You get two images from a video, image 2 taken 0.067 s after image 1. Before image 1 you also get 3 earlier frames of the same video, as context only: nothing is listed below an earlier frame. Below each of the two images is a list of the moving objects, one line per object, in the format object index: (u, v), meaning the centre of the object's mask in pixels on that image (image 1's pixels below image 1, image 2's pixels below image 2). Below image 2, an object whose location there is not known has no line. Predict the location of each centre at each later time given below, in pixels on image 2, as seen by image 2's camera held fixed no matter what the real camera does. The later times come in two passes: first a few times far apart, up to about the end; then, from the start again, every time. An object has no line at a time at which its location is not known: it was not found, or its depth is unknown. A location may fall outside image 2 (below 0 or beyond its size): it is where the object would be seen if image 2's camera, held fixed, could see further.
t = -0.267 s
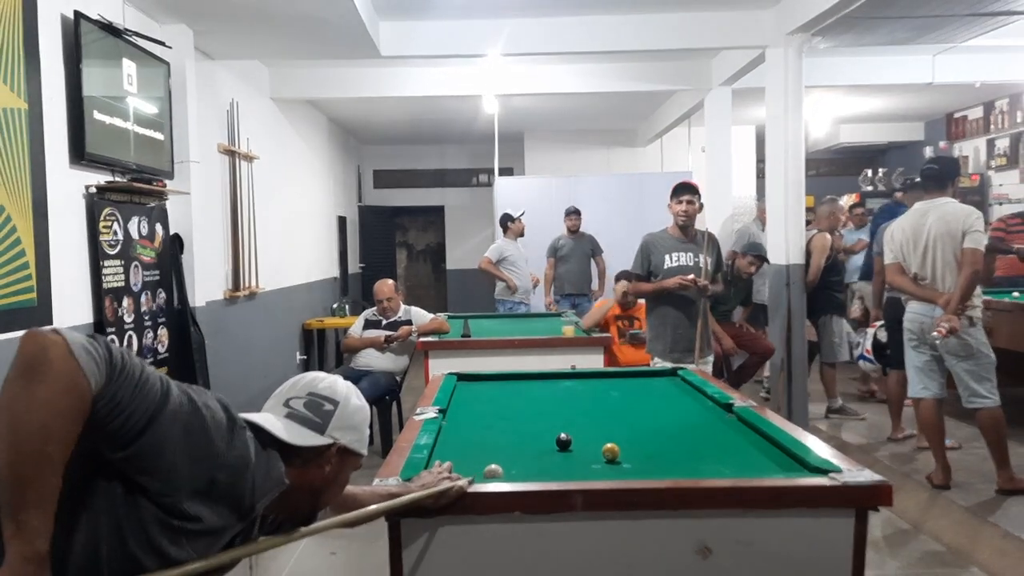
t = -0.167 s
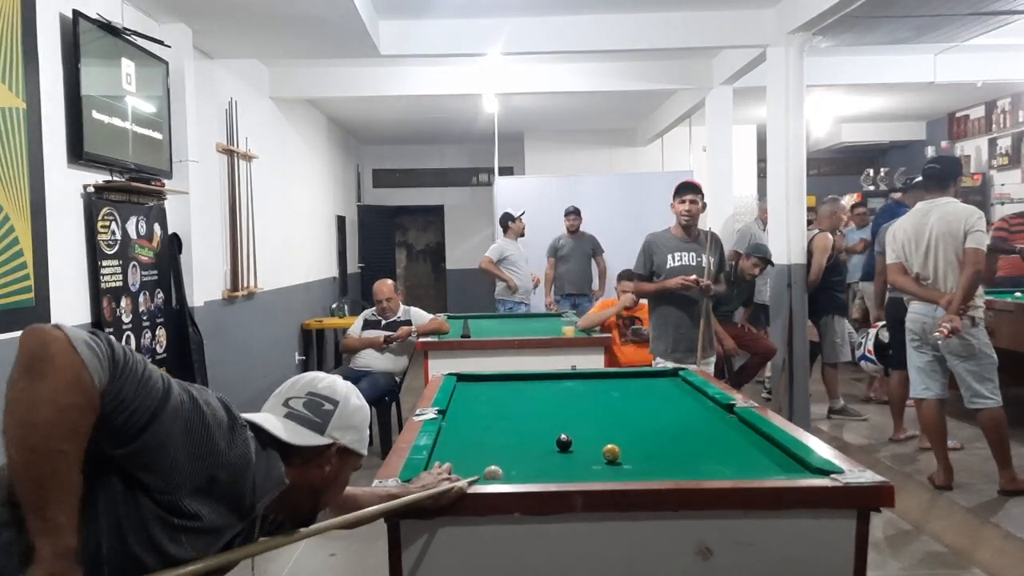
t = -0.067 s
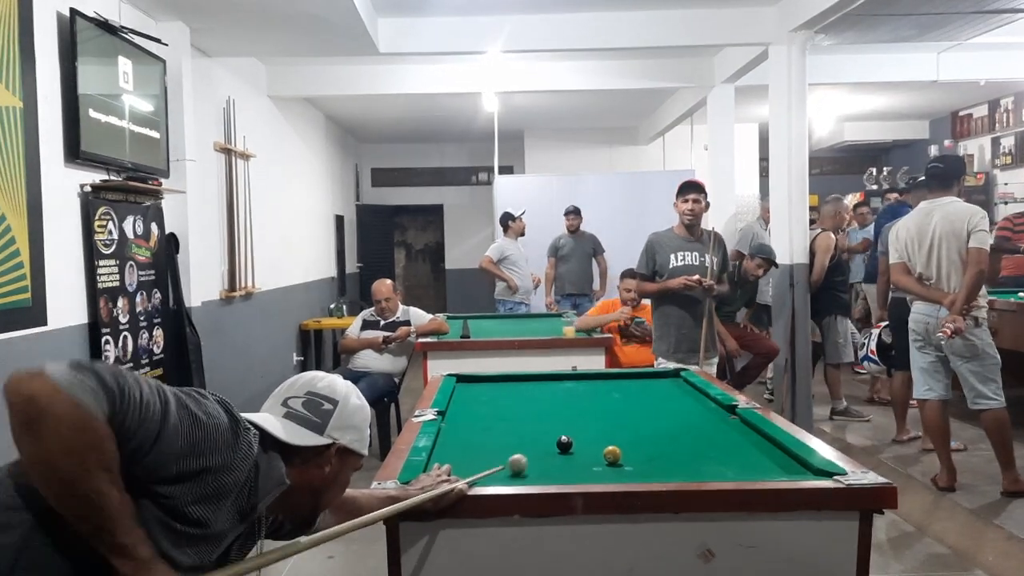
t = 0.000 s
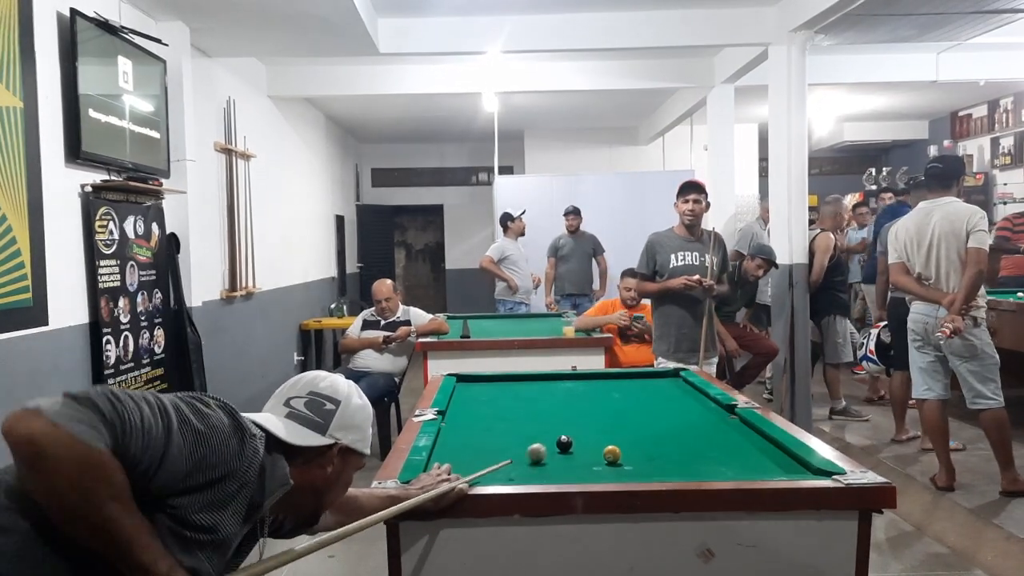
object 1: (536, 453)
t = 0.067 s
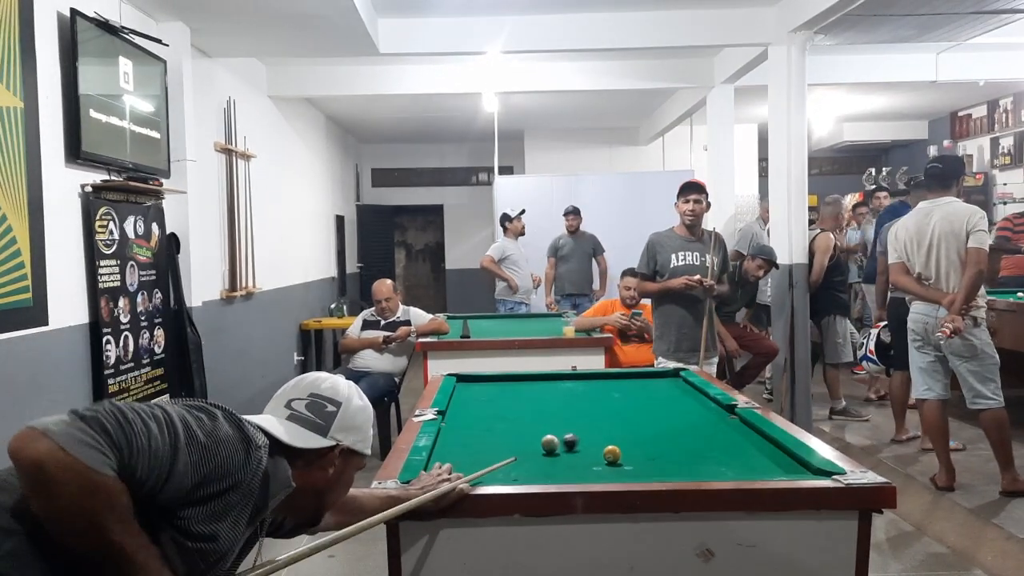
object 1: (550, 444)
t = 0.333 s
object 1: (541, 426)
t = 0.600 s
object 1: (539, 409)
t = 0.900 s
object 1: (537, 395)
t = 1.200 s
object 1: (536, 383)
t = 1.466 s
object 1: (535, 378)
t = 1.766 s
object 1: (534, 384)
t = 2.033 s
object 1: (533, 391)
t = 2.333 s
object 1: (532, 398)
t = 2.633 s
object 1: (530, 405)
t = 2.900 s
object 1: (529, 411)
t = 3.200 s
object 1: (528, 418)
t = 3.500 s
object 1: (526, 425)
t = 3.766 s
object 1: (526, 431)
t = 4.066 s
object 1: (526, 437)
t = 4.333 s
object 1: (526, 442)
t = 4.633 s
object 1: (526, 448)
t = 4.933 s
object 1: (527, 452)
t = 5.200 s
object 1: (527, 455)
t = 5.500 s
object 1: (526, 458)
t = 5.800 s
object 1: (525, 460)
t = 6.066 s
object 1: (525, 461)
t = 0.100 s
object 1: (547, 442)
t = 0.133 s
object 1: (545, 440)
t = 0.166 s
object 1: (543, 438)
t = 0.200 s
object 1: (543, 435)
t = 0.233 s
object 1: (542, 432)
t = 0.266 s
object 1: (542, 430)
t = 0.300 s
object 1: (542, 428)
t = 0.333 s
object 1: (541, 426)
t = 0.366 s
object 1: (541, 423)
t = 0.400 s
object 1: (541, 421)
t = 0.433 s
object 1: (541, 419)
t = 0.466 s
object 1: (540, 417)
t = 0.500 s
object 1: (540, 415)
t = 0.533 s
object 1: (540, 413)
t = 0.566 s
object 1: (540, 411)
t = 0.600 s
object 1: (539, 409)
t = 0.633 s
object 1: (539, 408)
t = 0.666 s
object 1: (539, 406)
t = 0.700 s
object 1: (538, 404)
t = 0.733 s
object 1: (538, 402)
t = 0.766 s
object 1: (538, 401)
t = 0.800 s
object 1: (538, 399)
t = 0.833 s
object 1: (538, 398)
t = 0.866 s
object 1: (538, 396)
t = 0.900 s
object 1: (537, 395)
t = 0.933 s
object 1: (537, 393)
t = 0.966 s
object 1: (537, 392)
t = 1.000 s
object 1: (537, 391)
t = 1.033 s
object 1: (537, 390)
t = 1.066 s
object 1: (537, 388)
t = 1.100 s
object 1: (537, 387)
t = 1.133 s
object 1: (537, 386)
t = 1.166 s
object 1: (536, 384)
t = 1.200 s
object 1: (536, 383)
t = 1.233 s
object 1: (536, 382)
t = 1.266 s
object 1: (536, 381)
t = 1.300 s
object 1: (536, 380)
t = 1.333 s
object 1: (535, 379)
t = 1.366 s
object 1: (535, 378)
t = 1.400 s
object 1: (535, 377)
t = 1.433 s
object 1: (535, 377)
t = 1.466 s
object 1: (535, 378)
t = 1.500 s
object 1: (534, 379)
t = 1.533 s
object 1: (534, 379)
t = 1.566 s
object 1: (534, 380)
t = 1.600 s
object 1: (534, 381)
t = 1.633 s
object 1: (534, 381)
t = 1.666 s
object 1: (534, 382)
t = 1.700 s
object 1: (534, 383)
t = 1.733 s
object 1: (534, 384)
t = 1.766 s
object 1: (534, 384)
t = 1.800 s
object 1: (534, 385)
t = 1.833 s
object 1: (533, 386)
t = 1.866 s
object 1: (533, 387)
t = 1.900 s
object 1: (533, 388)
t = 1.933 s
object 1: (533, 388)
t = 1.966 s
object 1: (533, 389)
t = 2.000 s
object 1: (533, 390)
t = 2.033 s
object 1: (533, 391)
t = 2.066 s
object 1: (532, 391)
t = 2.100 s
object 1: (532, 392)
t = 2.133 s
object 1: (532, 393)
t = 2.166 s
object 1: (532, 394)
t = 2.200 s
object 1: (532, 394)
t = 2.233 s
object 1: (532, 395)
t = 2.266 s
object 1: (532, 396)
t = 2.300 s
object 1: (532, 397)
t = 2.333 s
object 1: (532, 398)
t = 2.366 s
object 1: (531, 398)
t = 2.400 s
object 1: (531, 399)
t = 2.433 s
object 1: (531, 400)
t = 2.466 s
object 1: (531, 401)
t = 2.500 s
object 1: (531, 401)
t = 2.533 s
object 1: (531, 402)
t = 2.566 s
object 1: (531, 403)
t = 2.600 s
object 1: (531, 404)
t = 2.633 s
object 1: (530, 405)
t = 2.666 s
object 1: (530, 405)
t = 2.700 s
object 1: (530, 406)
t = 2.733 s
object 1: (530, 407)
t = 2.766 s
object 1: (530, 408)
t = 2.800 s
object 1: (530, 409)
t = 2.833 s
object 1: (529, 410)
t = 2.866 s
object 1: (529, 410)
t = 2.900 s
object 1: (529, 411)
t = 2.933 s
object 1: (529, 412)
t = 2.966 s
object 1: (529, 413)
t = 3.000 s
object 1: (528, 414)
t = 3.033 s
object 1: (528, 414)
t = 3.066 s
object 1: (528, 415)
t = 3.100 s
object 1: (528, 416)
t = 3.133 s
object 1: (528, 417)
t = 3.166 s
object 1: (528, 417)
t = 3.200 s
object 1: (528, 418)
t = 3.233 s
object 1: (527, 419)
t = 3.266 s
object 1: (527, 420)
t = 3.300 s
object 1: (527, 421)
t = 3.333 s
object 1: (527, 421)
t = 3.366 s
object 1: (527, 422)
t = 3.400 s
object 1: (527, 423)
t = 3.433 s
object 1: (527, 424)
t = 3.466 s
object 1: (527, 424)
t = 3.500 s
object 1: (526, 425)
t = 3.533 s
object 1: (526, 426)
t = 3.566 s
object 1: (526, 426)
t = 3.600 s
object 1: (526, 428)
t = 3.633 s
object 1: (526, 428)
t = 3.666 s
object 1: (526, 429)
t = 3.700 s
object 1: (526, 430)
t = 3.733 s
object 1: (526, 430)
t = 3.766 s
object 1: (526, 431)
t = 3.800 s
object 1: (525, 432)
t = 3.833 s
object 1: (525, 433)
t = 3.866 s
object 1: (526, 433)
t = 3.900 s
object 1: (525, 434)
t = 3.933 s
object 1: (525, 434)
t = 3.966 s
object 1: (525, 435)
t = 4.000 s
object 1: (525, 436)
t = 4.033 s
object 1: (525, 437)
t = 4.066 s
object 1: (526, 437)
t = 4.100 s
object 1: (526, 438)
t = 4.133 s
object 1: (526, 438)
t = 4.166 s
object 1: (526, 439)
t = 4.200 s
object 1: (526, 440)
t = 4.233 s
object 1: (526, 440)
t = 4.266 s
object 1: (526, 441)
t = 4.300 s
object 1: (526, 442)
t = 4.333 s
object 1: (526, 442)
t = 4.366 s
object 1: (526, 443)
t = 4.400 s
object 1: (526, 444)
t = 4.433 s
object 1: (526, 445)
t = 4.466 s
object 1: (526, 445)
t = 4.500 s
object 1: (526, 446)
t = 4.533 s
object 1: (526, 446)
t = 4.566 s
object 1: (526, 447)
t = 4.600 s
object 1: (526, 447)
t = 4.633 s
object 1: (526, 448)
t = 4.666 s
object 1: (526, 448)
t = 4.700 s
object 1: (526, 449)
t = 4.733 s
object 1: (526, 449)
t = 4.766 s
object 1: (526, 450)
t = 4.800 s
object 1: (526, 450)
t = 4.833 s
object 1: (526, 451)
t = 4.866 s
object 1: (526, 451)
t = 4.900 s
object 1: (526, 452)
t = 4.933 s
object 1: (527, 452)
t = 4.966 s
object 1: (527, 453)
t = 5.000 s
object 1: (527, 453)
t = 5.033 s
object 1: (527, 454)
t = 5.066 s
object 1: (527, 454)
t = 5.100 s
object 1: (527, 455)
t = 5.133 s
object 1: (527, 455)
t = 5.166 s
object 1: (527, 455)
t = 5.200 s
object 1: (527, 455)
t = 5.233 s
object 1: (527, 456)
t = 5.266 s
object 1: (527, 456)
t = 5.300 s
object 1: (526, 457)
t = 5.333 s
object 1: (526, 457)
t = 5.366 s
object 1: (526, 458)
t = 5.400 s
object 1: (526, 458)
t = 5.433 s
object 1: (526, 458)
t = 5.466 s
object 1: (526, 458)
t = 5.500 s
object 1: (526, 458)
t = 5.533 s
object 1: (525, 458)
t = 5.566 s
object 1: (525, 459)
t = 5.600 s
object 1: (525, 459)
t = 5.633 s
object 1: (525, 460)
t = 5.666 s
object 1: (525, 459)
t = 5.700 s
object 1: (525, 460)
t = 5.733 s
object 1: (525, 460)
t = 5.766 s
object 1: (525, 460)
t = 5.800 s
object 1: (525, 460)
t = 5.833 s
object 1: (525, 460)
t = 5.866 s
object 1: (525, 461)
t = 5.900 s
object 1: (525, 460)
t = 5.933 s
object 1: (525, 461)
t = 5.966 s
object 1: (525, 461)
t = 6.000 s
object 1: (525, 461)
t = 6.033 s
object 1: (525, 461)
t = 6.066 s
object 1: (525, 461)
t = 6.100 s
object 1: (525, 461)
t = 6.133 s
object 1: (525, 461)
